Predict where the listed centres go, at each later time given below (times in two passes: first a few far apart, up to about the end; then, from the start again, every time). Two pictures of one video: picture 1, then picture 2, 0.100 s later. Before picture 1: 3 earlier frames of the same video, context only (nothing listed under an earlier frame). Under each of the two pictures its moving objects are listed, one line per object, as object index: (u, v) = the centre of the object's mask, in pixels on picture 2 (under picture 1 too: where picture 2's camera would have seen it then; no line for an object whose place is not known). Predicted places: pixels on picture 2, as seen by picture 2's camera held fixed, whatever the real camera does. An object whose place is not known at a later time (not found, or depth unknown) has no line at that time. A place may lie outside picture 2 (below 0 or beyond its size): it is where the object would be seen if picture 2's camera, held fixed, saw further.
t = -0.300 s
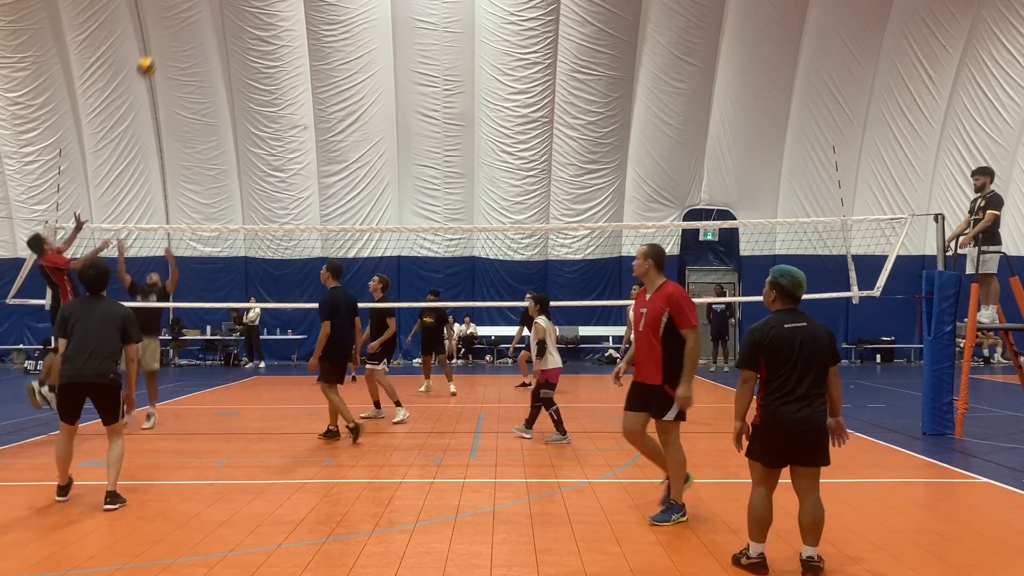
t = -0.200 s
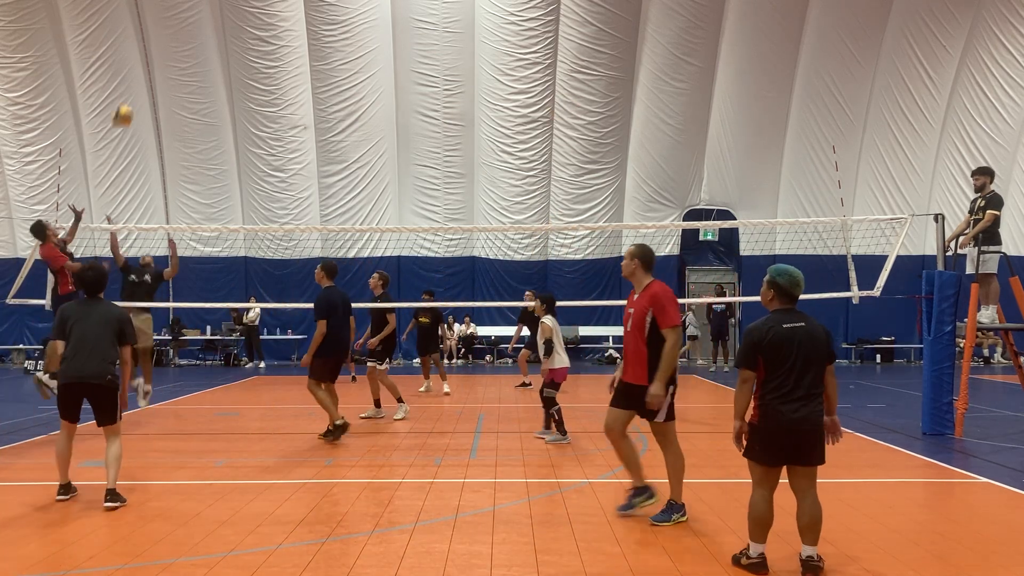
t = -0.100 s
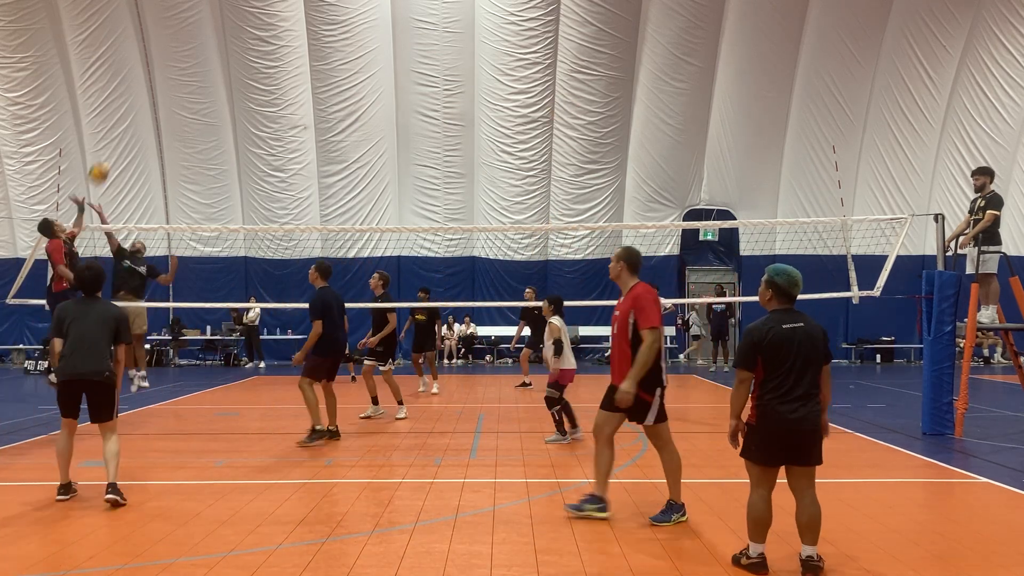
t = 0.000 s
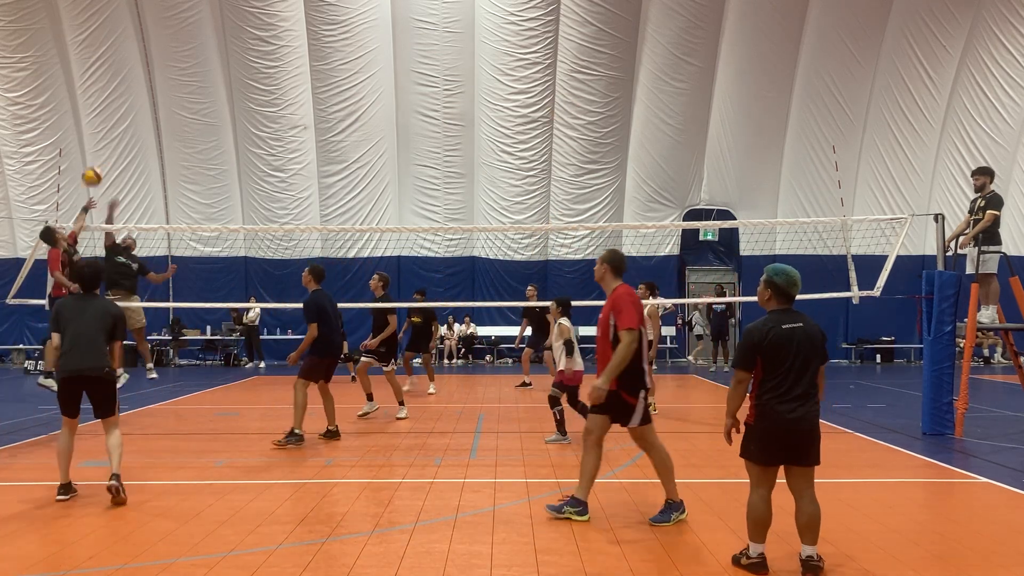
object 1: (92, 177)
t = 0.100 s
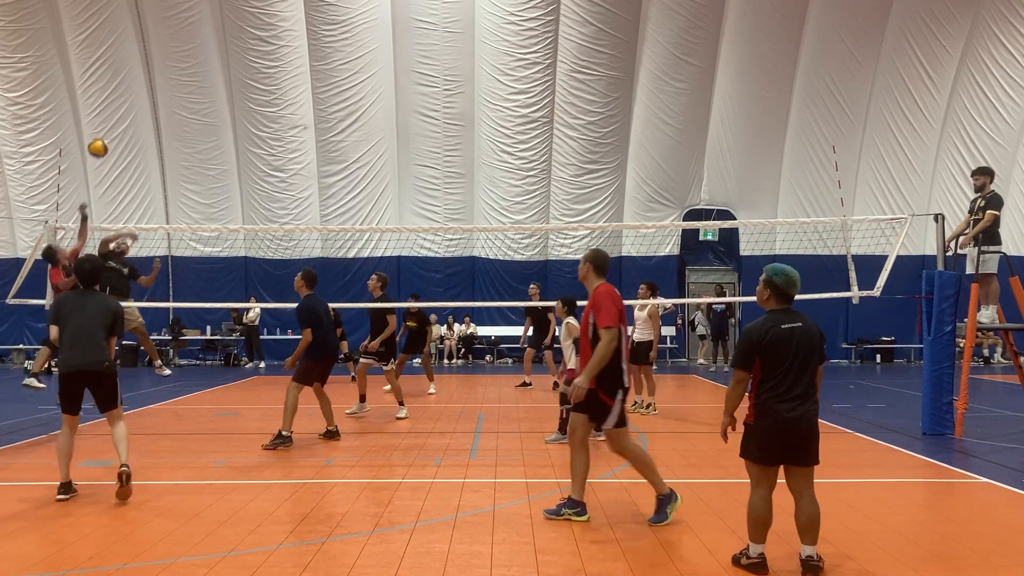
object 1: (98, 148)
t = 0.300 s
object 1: (110, 114)
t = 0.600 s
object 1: (128, 135)
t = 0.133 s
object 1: (100, 140)
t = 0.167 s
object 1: (102, 133)
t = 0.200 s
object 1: (104, 127)
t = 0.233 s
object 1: (106, 122)
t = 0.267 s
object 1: (108, 118)
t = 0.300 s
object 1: (110, 114)
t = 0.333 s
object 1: (112, 112)
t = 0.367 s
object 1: (114, 111)
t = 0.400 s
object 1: (116, 111)
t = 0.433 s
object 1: (118, 112)
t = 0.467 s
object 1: (120, 114)
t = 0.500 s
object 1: (122, 117)
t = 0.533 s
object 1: (124, 122)
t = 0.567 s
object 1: (126, 128)
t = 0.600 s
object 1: (128, 135)
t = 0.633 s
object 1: (129, 143)
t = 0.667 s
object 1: (131, 153)
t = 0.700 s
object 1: (133, 164)
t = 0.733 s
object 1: (135, 177)
